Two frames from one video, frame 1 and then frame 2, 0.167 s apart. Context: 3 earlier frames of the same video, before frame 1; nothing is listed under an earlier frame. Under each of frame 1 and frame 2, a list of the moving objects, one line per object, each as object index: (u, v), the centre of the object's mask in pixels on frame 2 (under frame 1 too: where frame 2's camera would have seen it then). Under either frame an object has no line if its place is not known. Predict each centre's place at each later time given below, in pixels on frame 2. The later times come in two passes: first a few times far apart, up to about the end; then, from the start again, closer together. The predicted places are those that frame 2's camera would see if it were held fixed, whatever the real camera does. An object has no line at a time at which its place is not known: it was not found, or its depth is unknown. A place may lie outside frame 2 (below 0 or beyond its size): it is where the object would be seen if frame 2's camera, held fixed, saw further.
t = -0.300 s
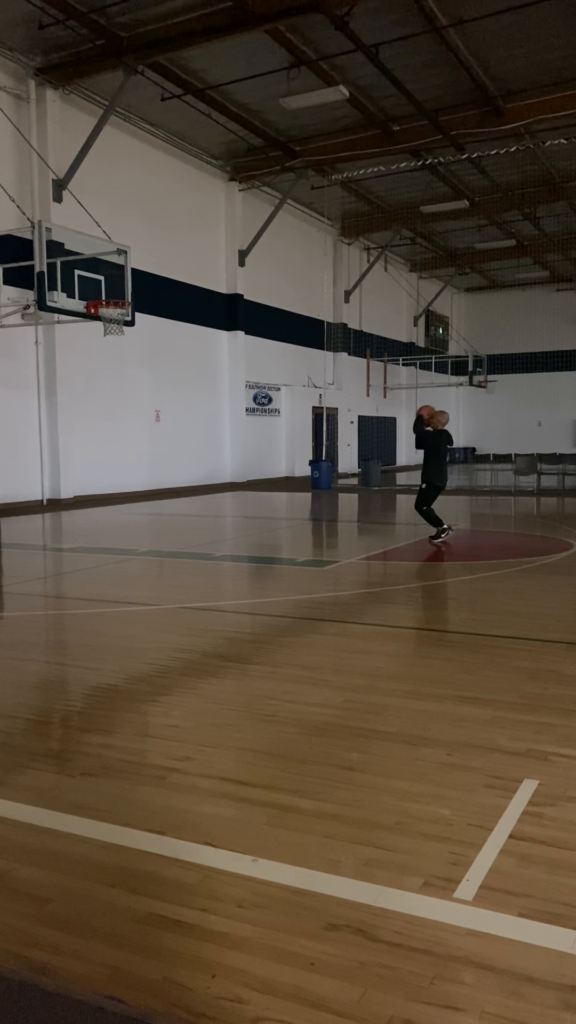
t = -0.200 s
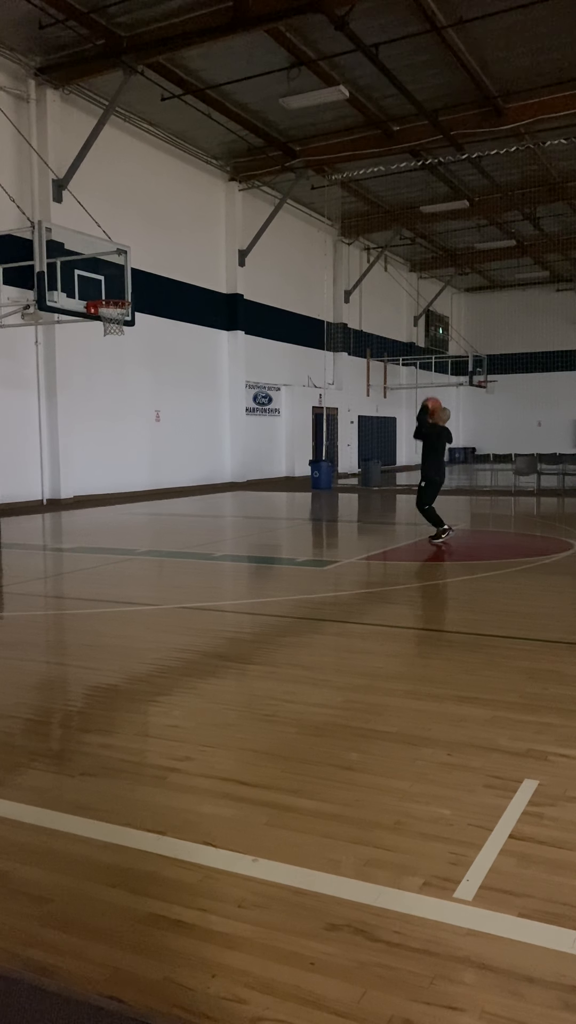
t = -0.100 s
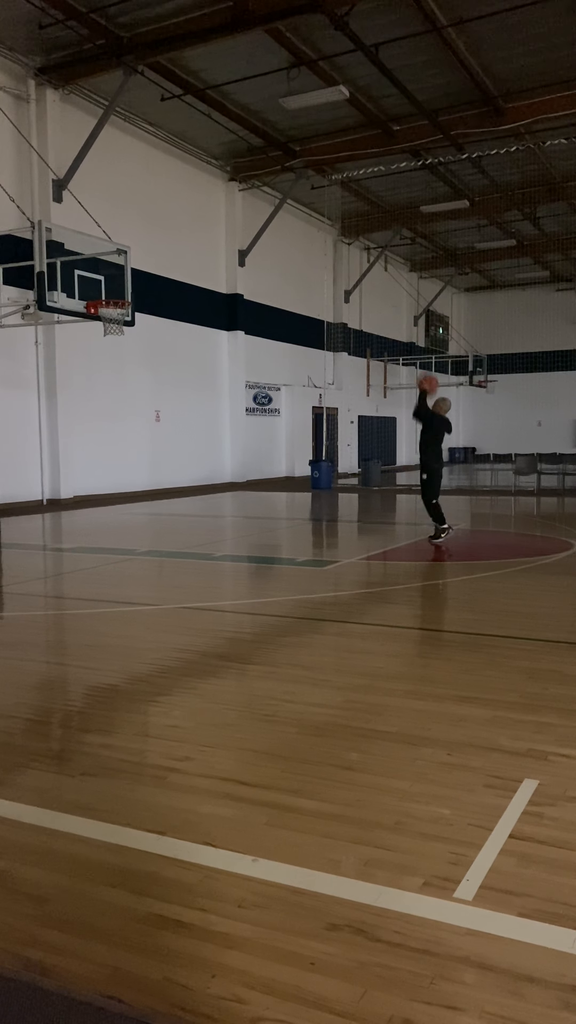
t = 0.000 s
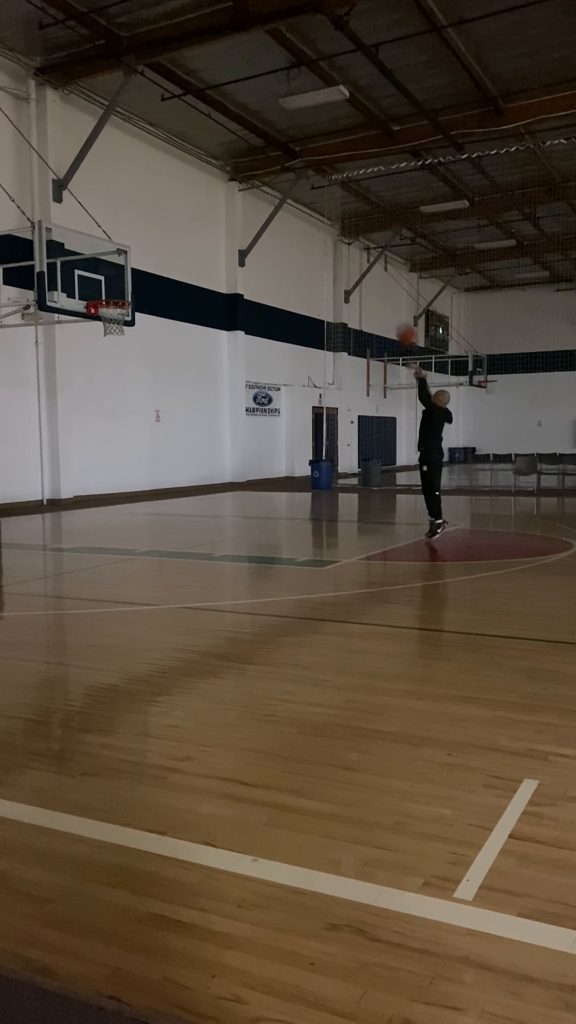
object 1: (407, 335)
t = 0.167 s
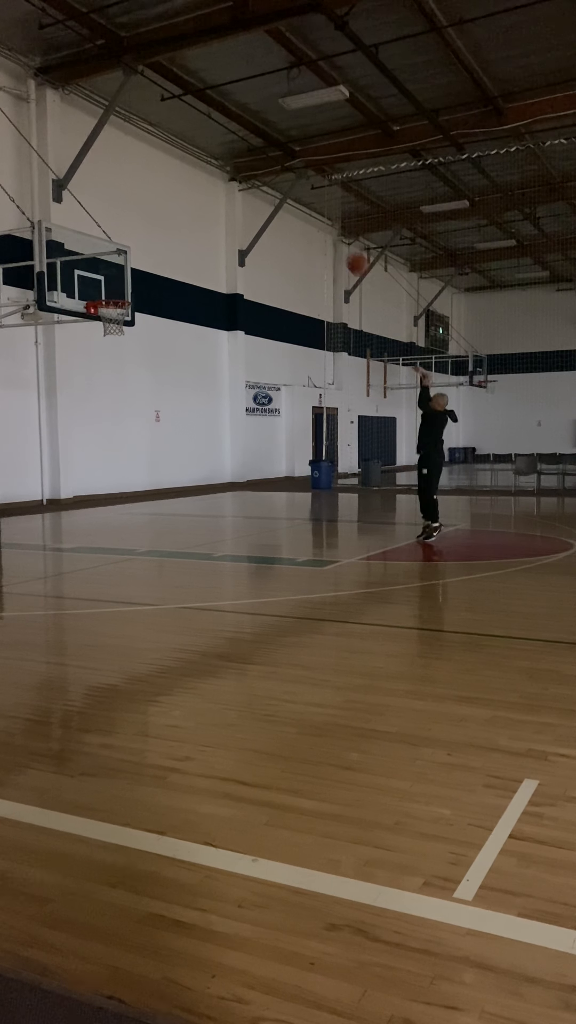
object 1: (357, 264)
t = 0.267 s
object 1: (328, 233)
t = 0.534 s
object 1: (254, 194)
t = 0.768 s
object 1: (196, 207)
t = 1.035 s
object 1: (137, 270)
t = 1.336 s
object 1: (126, 285)
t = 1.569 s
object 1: (168, 291)
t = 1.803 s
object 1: (209, 340)
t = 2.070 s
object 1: (258, 445)
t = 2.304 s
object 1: (290, 493)
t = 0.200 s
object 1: (347, 252)
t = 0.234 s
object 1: (337, 241)
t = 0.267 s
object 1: (328, 233)
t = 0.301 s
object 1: (318, 225)
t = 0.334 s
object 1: (309, 218)
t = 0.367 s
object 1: (299, 212)
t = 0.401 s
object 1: (290, 206)
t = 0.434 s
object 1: (281, 201)
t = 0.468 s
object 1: (273, 199)
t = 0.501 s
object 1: (263, 196)
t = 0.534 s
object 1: (254, 194)
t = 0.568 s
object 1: (246, 193)
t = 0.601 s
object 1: (238, 193)
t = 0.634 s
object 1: (229, 194)
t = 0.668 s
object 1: (220, 196)
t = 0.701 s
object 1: (212, 199)
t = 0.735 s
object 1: (204, 203)
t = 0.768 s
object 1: (196, 207)
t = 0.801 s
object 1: (188, 212)
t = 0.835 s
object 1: (181, 218)
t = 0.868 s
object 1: (173, 225)
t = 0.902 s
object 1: (165, 233)
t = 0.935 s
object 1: (157, 241)
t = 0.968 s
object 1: (151, 250)
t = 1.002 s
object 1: (144, 259)
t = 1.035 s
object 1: (137, 270)
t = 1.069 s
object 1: (130, 282)
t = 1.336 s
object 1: (126, 285)
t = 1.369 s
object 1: (133, 282)
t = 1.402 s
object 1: (139, 282)
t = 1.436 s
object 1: (143, 282)
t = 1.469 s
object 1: (150, 283)
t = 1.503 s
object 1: (156, 285)
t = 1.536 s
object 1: (162, 288)
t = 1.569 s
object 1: (168, 291)
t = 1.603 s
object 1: (174, 296)
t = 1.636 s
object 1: (179, 301)
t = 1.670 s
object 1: (185, 307)
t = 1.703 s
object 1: (191, 314)
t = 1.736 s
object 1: (197, 322)
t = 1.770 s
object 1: (203, 331)
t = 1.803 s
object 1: (209, 340)
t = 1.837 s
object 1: (215, 351)
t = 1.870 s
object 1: (222, 362)
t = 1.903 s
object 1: (228, 374)
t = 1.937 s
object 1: (234, 387)
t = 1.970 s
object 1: (239, 400)
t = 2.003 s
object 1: (245, 414)
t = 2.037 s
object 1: (252, 430)
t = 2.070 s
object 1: (258, 445)
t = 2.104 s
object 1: (263, 462)
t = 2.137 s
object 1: (269, 480)
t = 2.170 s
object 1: (275, 501)
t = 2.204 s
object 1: (280, 517)
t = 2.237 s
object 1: (285, 520)
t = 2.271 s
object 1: (287, 506)
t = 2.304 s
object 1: (290, 493)
